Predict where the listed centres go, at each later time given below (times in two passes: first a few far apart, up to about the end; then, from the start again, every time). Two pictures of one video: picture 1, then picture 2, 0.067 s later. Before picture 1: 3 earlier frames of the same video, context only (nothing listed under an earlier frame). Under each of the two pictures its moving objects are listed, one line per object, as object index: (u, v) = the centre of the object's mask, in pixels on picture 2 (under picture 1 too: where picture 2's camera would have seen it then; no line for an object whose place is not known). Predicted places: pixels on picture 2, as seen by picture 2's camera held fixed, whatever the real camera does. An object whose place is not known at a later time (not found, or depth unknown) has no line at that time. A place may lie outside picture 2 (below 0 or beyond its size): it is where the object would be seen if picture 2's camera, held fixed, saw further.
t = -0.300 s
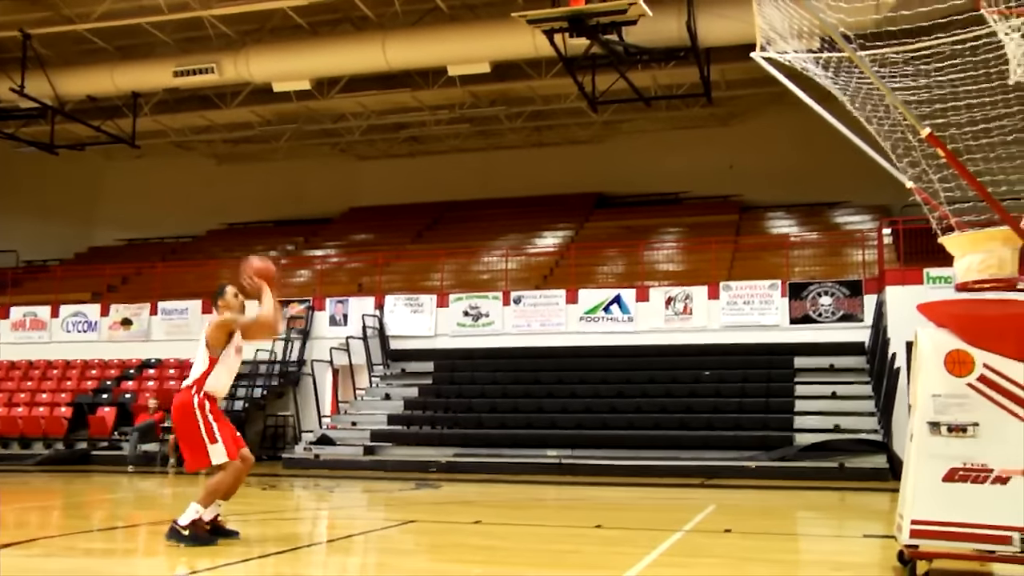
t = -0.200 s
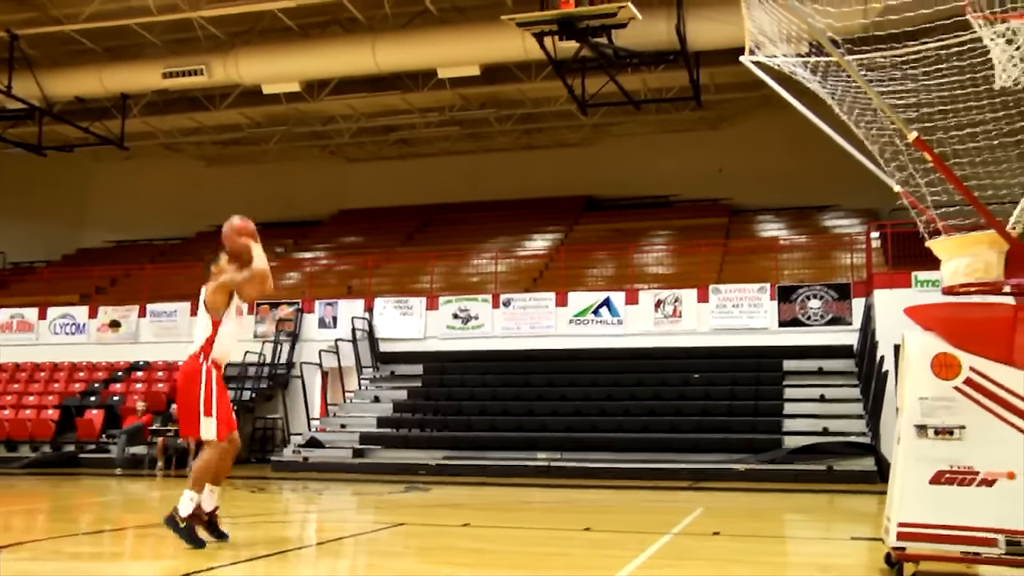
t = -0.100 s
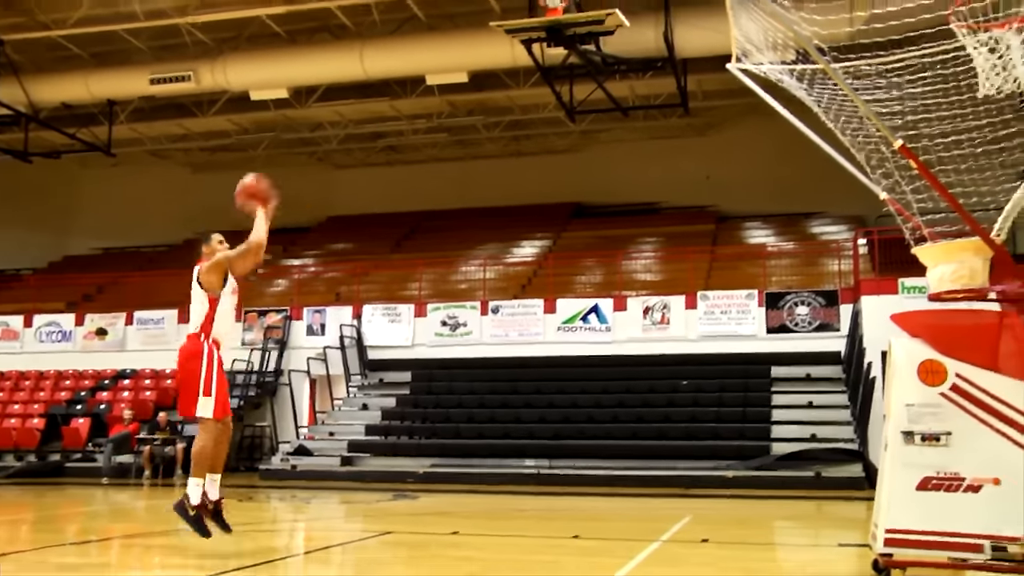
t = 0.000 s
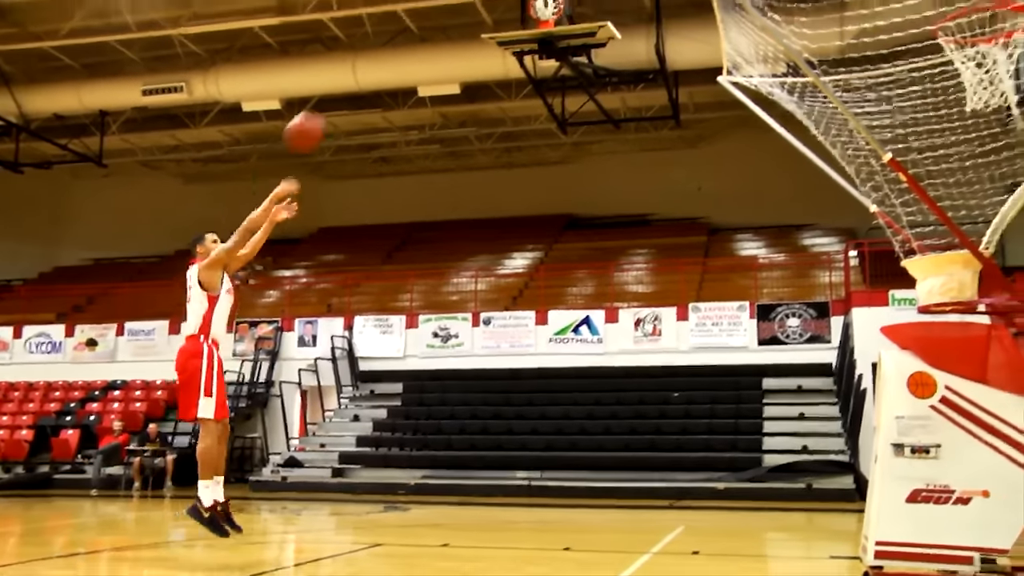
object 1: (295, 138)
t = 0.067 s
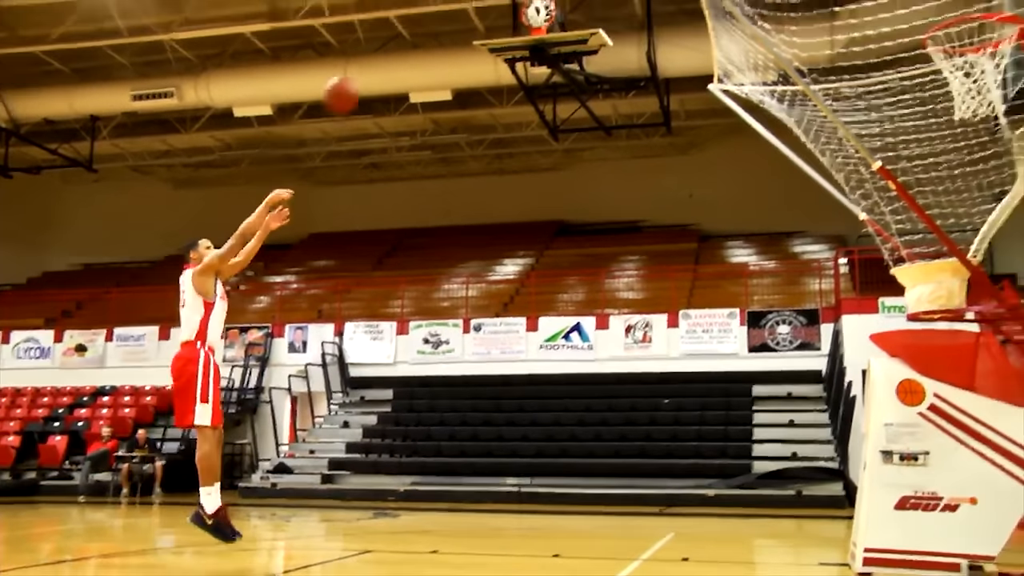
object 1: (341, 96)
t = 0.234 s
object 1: (455, 11)
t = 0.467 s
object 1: (625, -40)
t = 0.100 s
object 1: (364, 75)
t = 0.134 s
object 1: (387, 56)
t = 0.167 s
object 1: (409, 39)
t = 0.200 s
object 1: (431, 26)
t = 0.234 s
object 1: (455, 11)
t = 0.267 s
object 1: (479, 0)
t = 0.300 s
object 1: (503, -13)
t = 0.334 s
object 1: (526, -20)
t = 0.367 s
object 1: (549, -25)
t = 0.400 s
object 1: (576, -30)
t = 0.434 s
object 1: (598, -35)
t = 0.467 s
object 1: (625, -40)
